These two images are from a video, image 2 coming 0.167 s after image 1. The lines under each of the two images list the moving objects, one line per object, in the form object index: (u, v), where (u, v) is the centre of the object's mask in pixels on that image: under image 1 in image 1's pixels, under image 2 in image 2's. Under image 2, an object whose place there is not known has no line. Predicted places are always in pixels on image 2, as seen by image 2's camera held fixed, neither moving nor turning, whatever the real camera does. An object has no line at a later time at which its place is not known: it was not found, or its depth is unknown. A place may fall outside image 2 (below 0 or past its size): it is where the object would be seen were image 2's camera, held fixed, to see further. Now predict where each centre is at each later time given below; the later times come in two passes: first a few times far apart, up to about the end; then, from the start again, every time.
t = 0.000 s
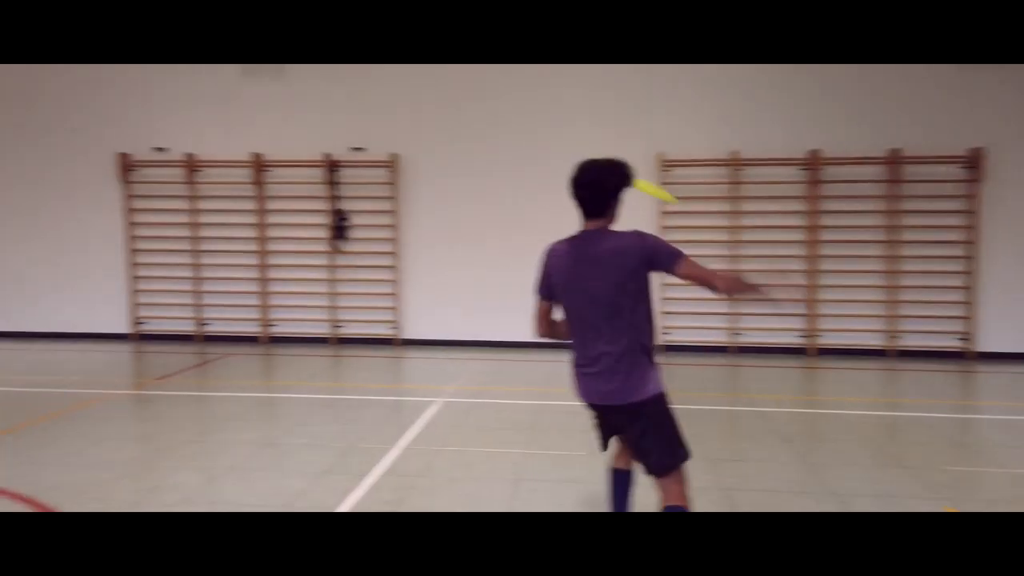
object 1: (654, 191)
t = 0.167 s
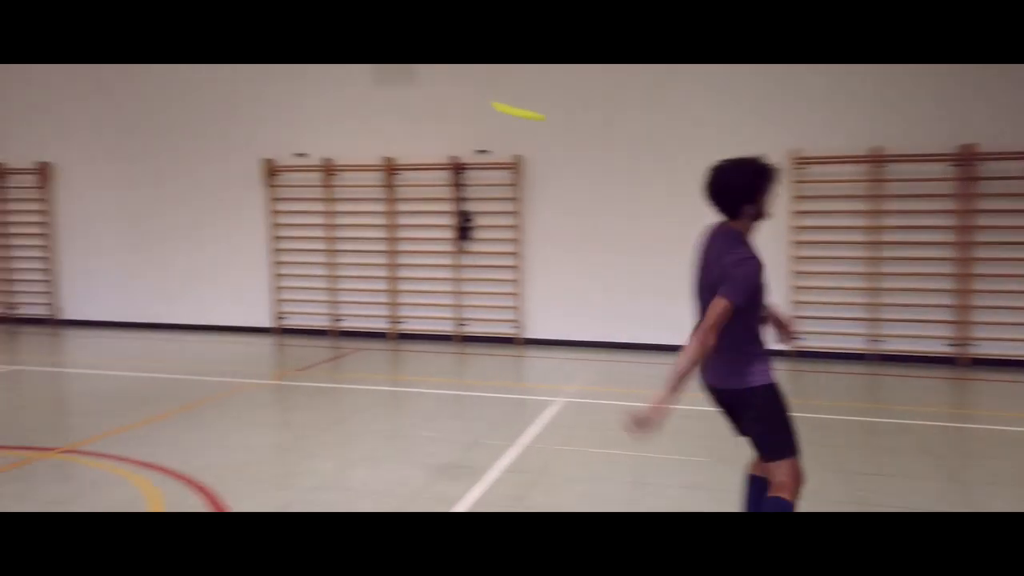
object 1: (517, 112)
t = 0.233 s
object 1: (432, 94)
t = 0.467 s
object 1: (187, 69)
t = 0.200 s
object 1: (474, 101)
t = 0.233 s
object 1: (432, 94)
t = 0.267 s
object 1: (392, 88)
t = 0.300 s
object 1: (354, 82)
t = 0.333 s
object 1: (319, 77)
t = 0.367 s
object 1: (283, 75)
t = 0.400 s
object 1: (250, 72)
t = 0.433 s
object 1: (218, 70)
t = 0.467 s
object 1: (187, 69)
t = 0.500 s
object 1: (158, 70)
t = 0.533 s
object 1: (129, 70)
